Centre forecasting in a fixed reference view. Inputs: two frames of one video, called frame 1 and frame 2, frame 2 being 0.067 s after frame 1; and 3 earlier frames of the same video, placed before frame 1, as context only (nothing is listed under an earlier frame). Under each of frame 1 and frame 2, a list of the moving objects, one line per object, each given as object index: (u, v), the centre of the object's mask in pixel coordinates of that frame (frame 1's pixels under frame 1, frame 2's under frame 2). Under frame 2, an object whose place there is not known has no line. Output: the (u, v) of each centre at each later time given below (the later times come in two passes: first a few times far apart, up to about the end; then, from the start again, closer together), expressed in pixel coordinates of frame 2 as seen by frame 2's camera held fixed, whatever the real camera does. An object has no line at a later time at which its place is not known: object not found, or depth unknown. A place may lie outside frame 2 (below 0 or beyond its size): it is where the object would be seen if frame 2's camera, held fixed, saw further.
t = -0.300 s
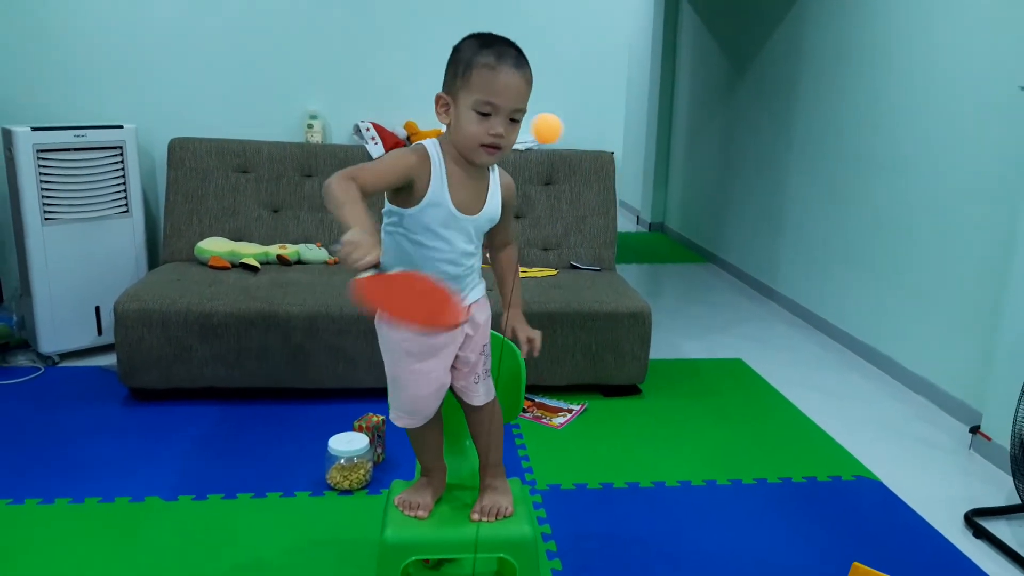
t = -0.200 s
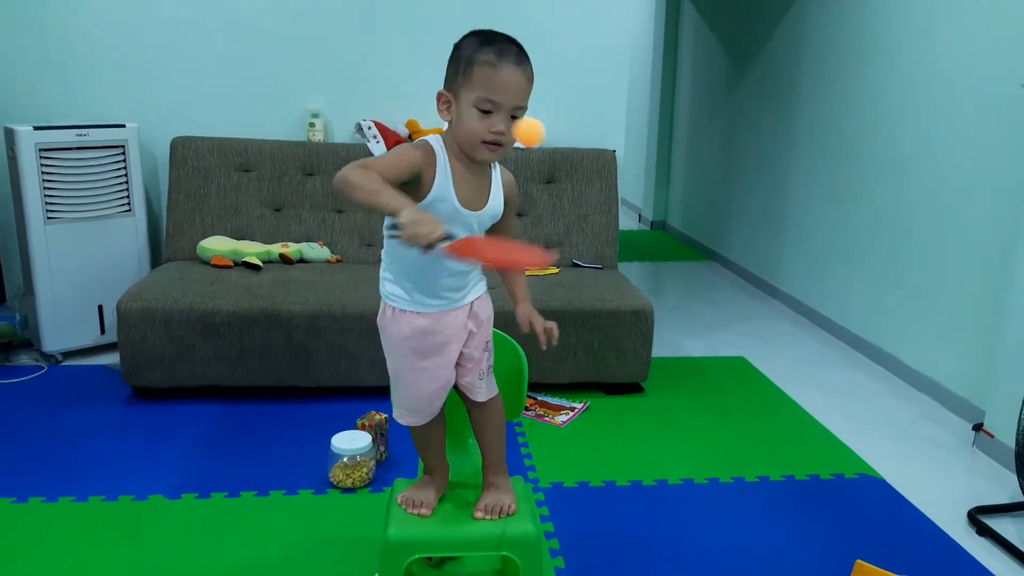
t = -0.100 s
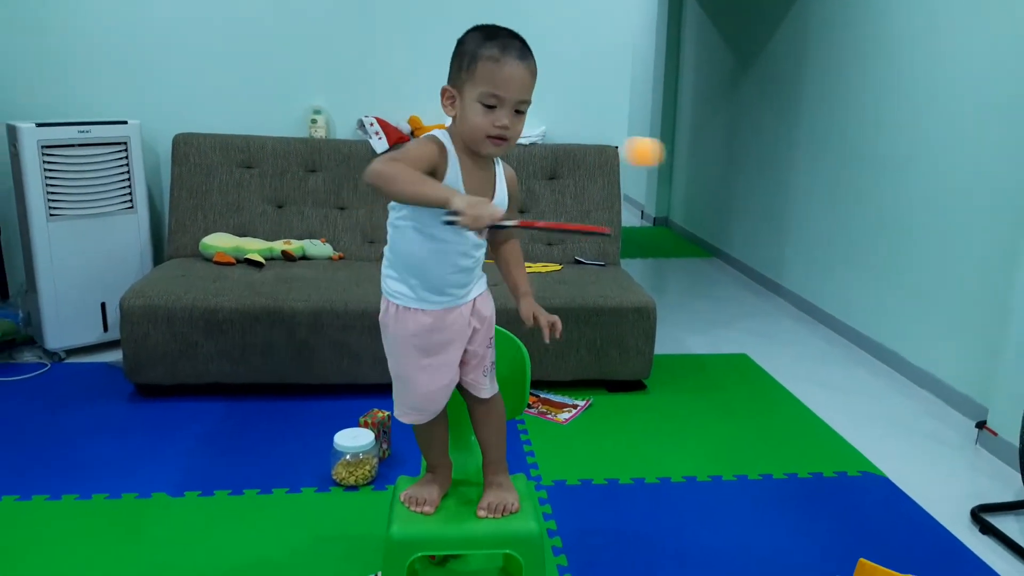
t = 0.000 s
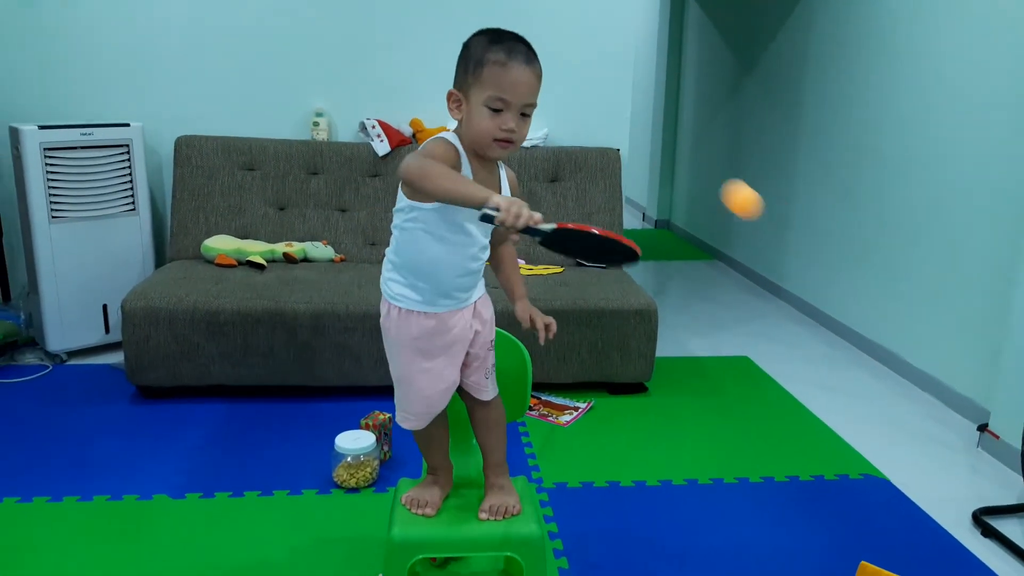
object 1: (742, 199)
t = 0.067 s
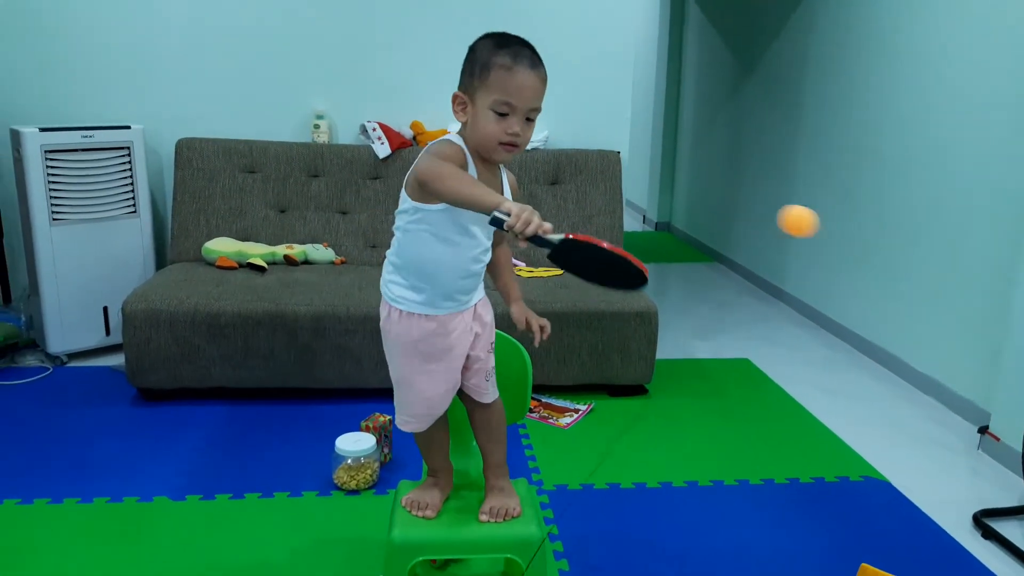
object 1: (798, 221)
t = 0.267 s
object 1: (871, 275)
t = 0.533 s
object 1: (736, 191)
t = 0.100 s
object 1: (820, 235)
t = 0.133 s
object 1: (833, 258)
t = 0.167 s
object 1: (843, 272)
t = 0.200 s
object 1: (859, 274)
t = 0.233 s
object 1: (870, 271)
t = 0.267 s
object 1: (871, 275)
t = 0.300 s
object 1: (863, 283)
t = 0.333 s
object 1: (856, 280)
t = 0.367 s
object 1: (851, 263)
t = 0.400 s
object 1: (840, 247)
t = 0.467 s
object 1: (792, 235)
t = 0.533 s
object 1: (736, 191)
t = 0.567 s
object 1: (700, 178)
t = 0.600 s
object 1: (664, 172)
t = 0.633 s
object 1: (623, 157)
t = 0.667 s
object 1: (578, 142)
